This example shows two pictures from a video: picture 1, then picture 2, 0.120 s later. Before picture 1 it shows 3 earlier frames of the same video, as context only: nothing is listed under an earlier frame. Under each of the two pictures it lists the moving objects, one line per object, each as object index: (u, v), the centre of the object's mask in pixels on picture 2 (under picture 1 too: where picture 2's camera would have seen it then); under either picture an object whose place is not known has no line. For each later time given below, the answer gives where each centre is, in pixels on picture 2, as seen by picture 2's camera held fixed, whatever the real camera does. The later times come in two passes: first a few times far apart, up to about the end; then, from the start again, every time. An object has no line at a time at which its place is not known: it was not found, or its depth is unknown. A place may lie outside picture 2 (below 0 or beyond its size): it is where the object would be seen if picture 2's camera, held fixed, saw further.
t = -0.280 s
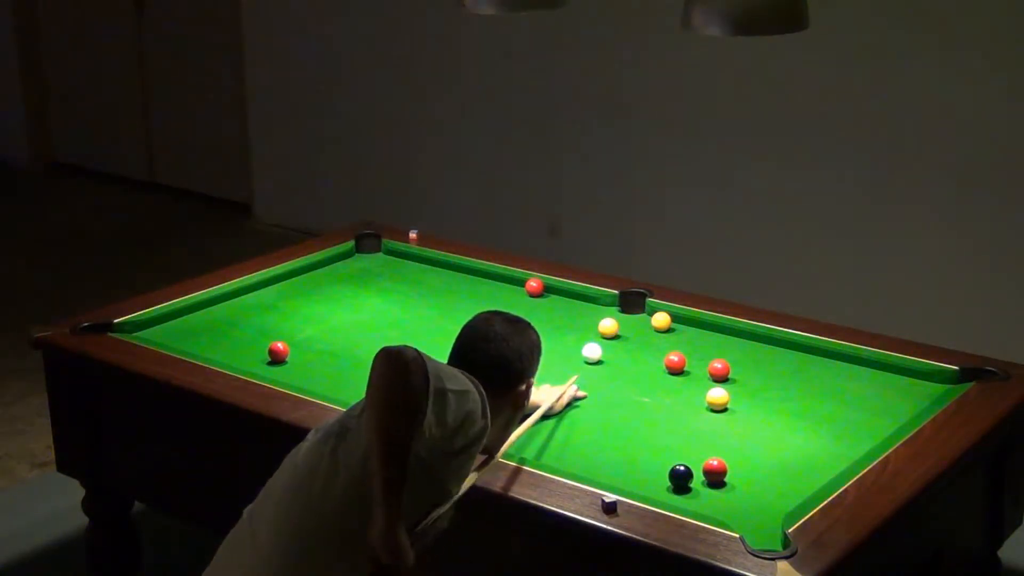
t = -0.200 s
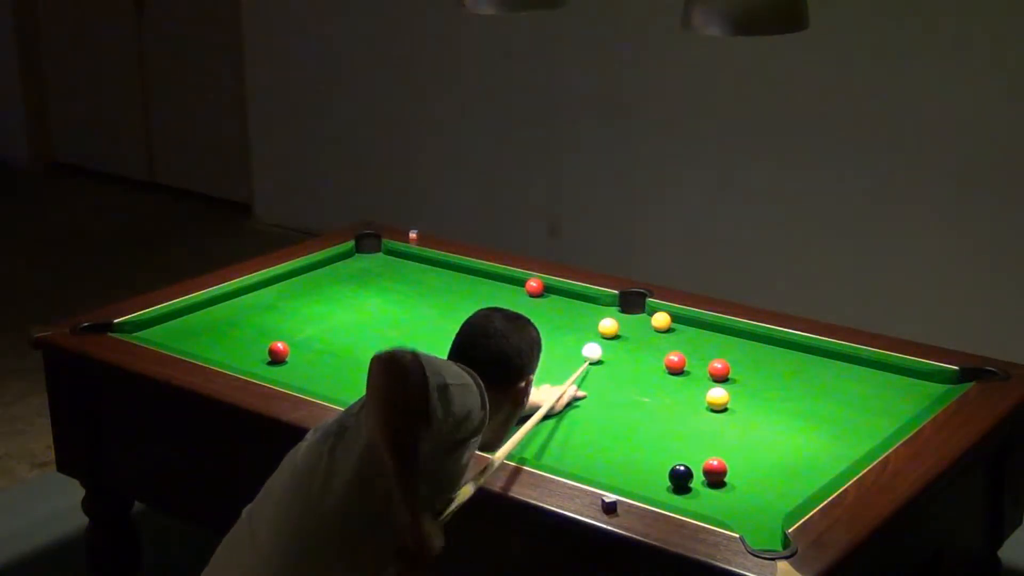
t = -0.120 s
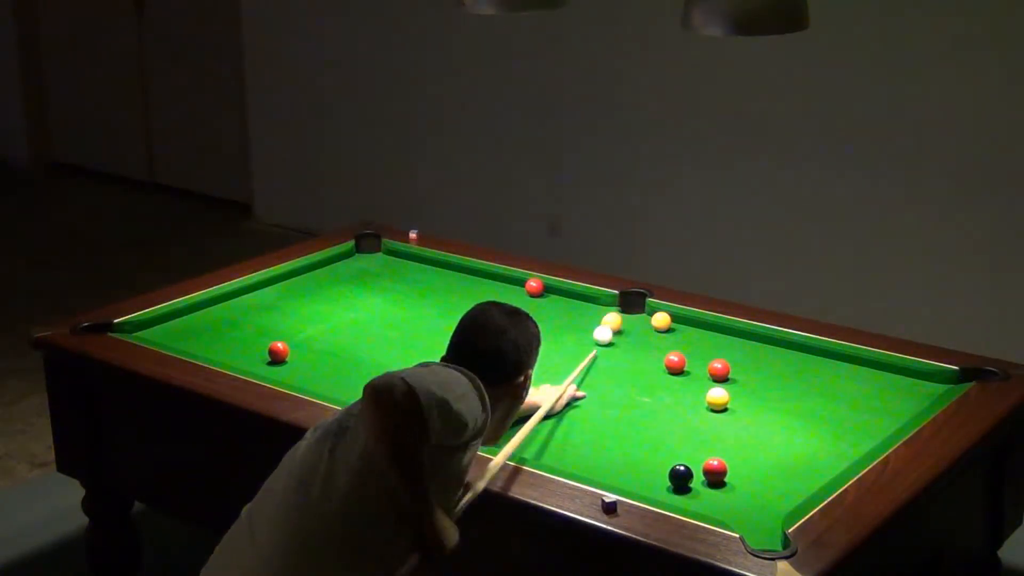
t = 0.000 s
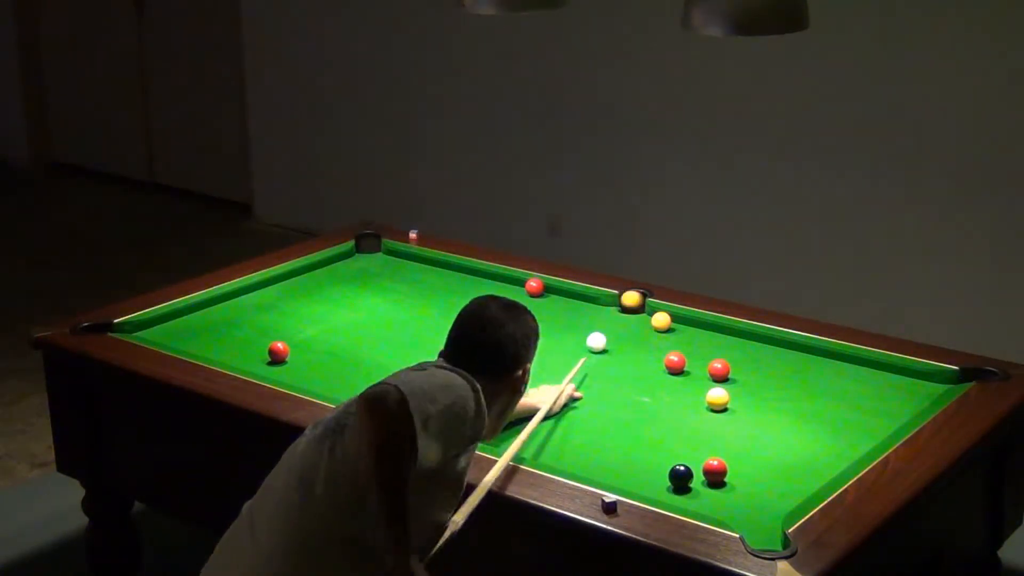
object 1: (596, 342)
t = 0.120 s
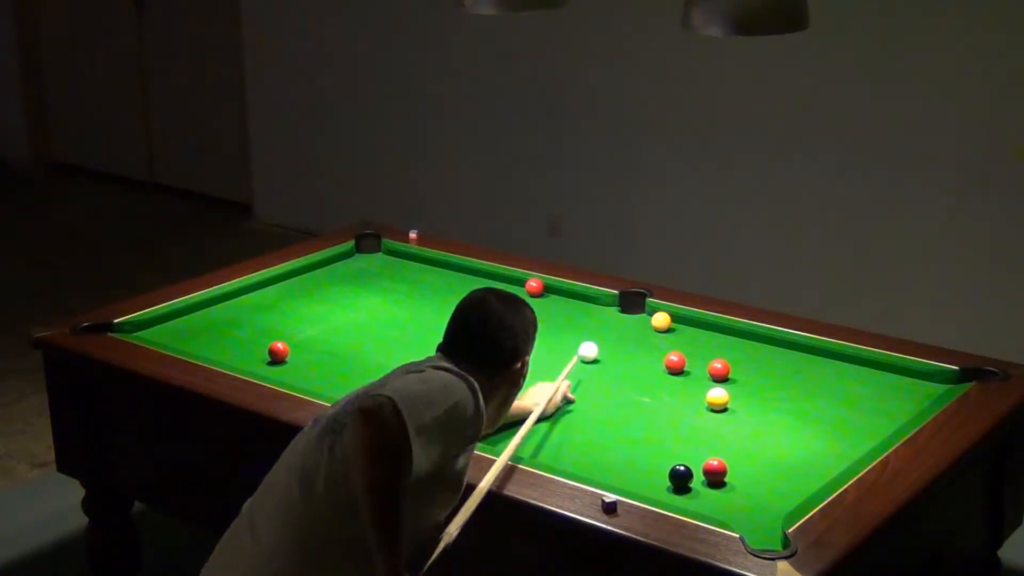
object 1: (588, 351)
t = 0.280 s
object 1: (577, 364)
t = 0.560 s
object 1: (558, 386)
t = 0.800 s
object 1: (542, 405)
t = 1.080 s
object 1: (523, 427)
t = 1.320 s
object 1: (507, 443)
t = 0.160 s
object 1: (585, 354)
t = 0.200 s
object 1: (583, 358)
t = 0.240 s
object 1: (580, 360)
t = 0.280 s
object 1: (577, 364)
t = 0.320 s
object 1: (575, 367)
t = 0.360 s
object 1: (572, 370)
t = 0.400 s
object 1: (569, 373)
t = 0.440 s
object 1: (566, 376)
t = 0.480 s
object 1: (564, 380)
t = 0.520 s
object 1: (561, 383)
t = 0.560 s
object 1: (558, 386)
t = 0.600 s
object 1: (555, 389)
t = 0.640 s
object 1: (553, 392)
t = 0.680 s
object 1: (550, 396)
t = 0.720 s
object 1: (547, 399)
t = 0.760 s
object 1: (545, 402)
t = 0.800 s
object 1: (542, 405)
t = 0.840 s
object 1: (539, 408)
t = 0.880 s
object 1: (536, 412)
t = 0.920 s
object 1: (534, 415)
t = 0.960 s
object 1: (531, 418)
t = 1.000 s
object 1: (528, 421)
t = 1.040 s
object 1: (526, 424)
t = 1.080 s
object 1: (523, 427)
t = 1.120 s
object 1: (520, 430)
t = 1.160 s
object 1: (518, 433)
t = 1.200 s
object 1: (515, 437)
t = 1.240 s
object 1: (512, 440)
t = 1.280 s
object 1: (510, 442)
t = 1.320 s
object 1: (507, 443)
